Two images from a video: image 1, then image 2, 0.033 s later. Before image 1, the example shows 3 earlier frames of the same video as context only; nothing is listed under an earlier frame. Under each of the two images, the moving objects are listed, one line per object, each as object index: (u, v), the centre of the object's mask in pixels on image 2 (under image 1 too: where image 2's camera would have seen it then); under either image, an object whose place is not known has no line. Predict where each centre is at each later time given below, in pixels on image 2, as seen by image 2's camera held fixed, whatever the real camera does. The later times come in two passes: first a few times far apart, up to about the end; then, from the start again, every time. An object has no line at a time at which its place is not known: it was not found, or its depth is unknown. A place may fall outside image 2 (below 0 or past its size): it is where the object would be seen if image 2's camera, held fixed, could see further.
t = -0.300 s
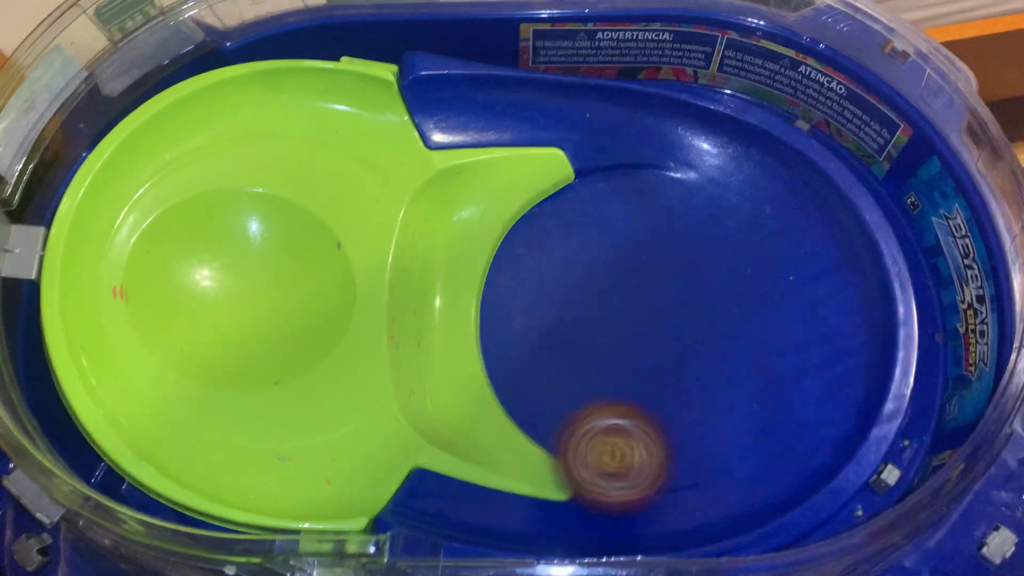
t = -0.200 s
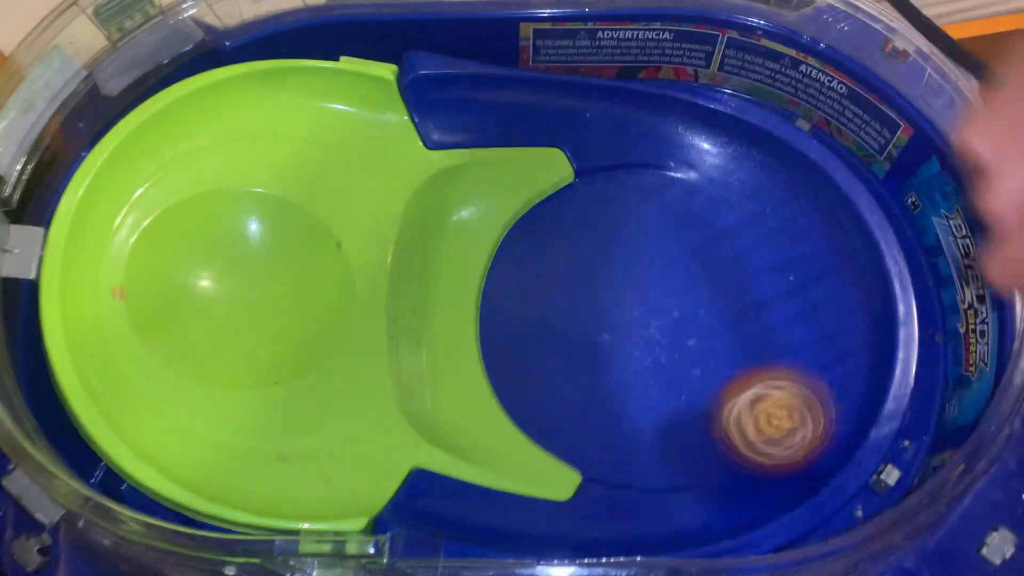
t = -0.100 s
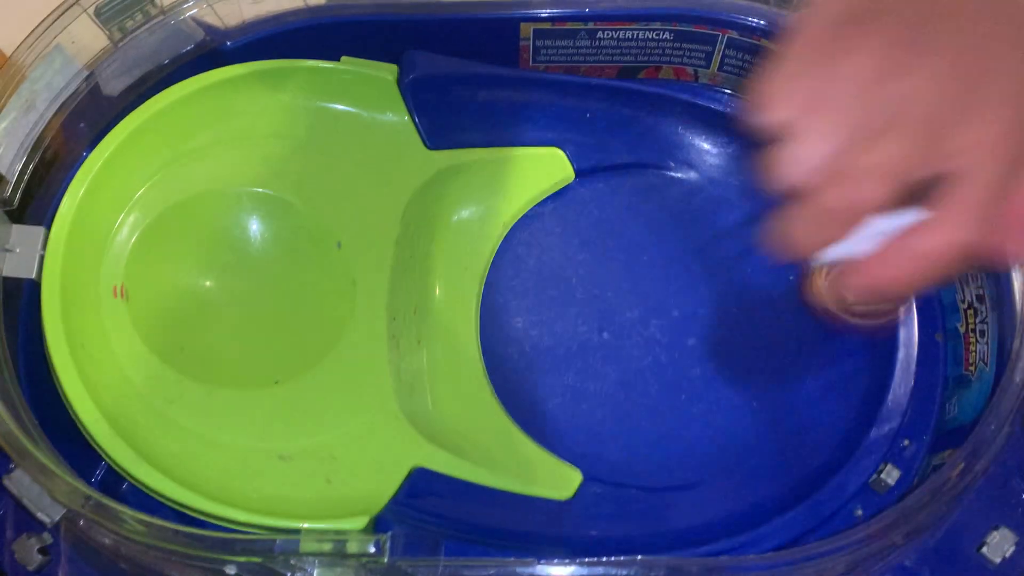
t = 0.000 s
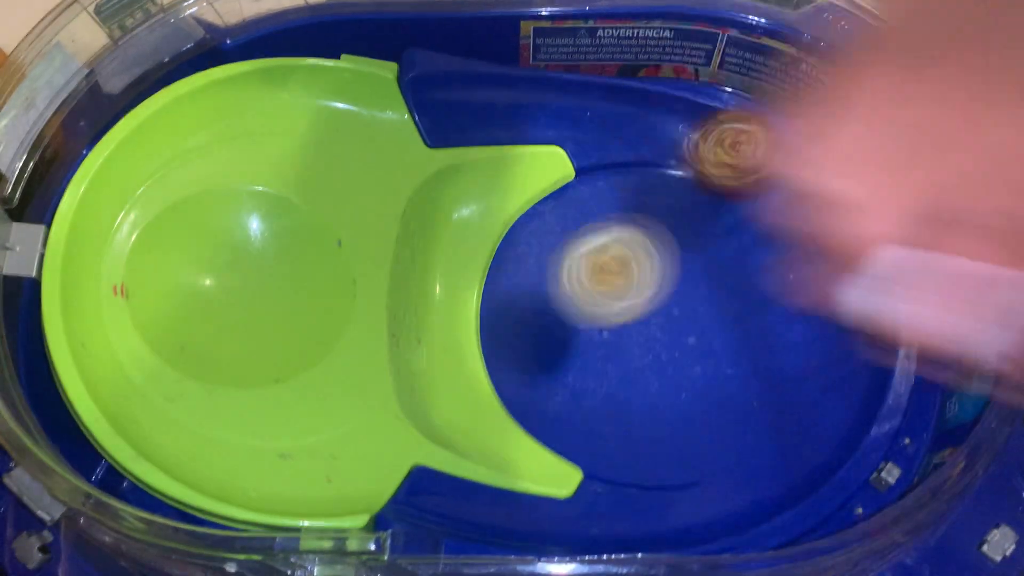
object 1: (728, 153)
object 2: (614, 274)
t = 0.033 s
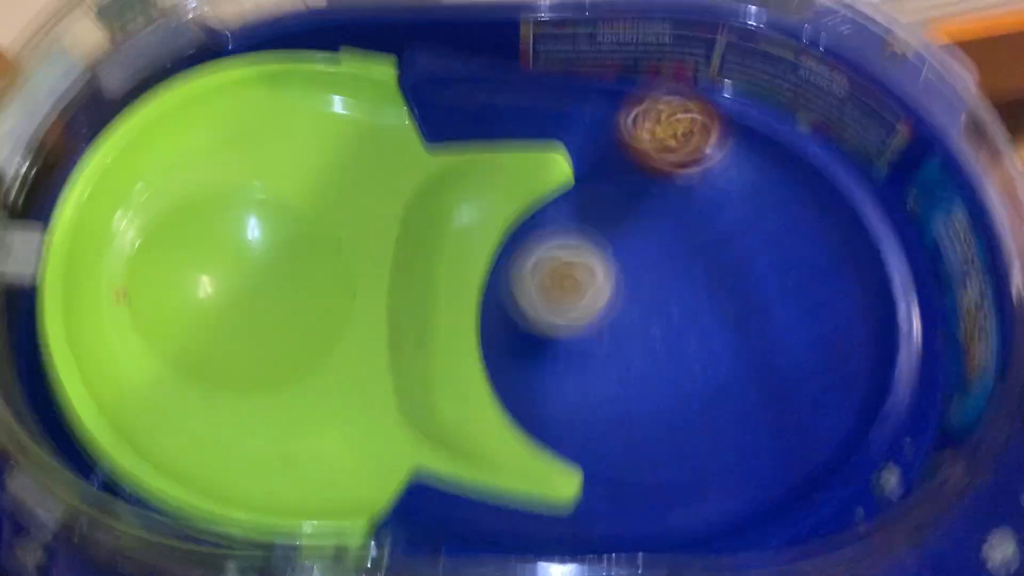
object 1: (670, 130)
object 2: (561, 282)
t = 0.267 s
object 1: (243, 208)
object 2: (516, 325)
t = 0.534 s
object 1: (387, 451)
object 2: (864, 260)
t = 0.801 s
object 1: (823, 194)
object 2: (541, 210)
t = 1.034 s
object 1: (615, 192)
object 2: (572, 429)
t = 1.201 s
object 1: (499, 359)
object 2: (862, 350)
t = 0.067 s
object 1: (602, 120)
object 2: (530, 273)
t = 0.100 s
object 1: (533, 117)
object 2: (492, 271)
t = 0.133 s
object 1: (472, 122)
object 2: (456, 276)
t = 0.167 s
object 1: (410, 135)
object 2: (433, 287)
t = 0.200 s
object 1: (351, 155)
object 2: (454, 296)
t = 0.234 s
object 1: (295, 177)
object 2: (479, 310)
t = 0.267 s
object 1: (243, 208)
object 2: (516, 325)
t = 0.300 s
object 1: (197, 249)
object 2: (562, 333)
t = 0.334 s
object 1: (168, 293)
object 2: (618, 346)
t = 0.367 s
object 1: (164, 334)
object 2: (679, 355)
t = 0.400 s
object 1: (172, 384)
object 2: (743, 358)
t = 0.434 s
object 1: (197, 431)
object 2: (810, 350)
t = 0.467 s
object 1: (251, 455)
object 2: (864, 330)
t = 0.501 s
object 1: (317, 465)
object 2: (869, 292)
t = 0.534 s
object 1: (387, 451)
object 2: (864, 260)
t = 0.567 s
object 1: (460, 424)
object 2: (852, 237)
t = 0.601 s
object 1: (529, 407)
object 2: (835, 224)
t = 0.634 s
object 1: (593, 383)
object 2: (802, 209)
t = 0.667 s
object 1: (658, 351)
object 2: (756, 199)
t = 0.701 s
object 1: (713, 315)
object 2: (707, 188)
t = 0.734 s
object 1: (759, 277)
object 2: (649, 189)
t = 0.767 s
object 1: (797, 234)
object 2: (595, 193)
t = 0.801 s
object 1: (823, 194)
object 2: (541, 210)
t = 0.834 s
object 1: (815, 169)
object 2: (498, 240)
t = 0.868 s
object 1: (793, 156)
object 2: (457, 280)
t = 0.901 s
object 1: (766, 154)
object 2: (449, 324)
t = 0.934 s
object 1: (736, 161)
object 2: (457, 373)
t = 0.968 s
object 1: (699, 167)
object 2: (487, 398)
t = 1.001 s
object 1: (657, 180)
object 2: (526, 415)
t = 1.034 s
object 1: (615, 192)
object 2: (572, 429)
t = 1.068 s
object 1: (570, 207)
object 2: (624, 437)
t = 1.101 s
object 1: (523, 228)
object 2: (680, 429)
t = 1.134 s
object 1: (499, 264)
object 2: (743, 417)
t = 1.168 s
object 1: (490, 312)
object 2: (809, 390)
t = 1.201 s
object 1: (499, 359)
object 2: (862, 350)
